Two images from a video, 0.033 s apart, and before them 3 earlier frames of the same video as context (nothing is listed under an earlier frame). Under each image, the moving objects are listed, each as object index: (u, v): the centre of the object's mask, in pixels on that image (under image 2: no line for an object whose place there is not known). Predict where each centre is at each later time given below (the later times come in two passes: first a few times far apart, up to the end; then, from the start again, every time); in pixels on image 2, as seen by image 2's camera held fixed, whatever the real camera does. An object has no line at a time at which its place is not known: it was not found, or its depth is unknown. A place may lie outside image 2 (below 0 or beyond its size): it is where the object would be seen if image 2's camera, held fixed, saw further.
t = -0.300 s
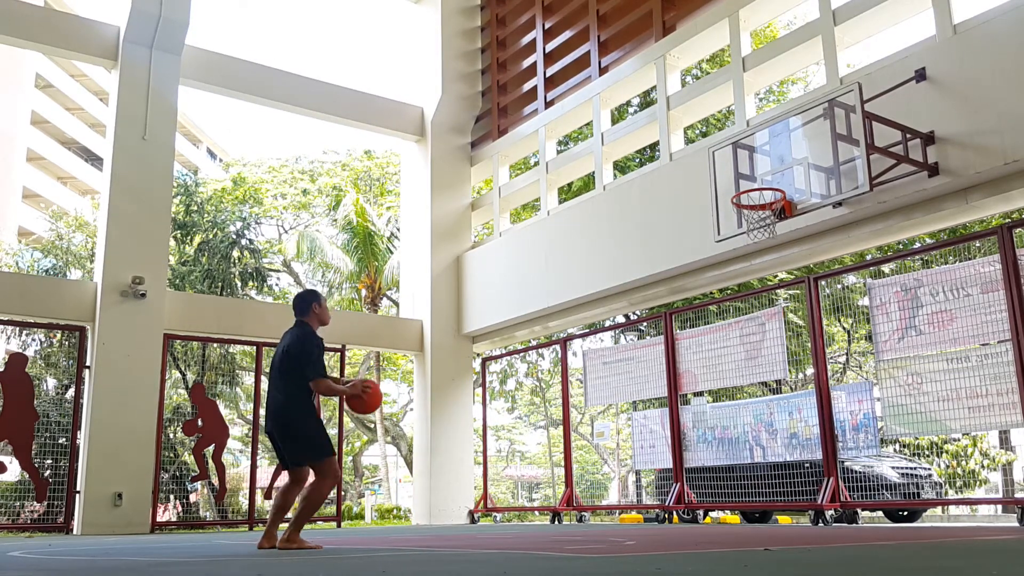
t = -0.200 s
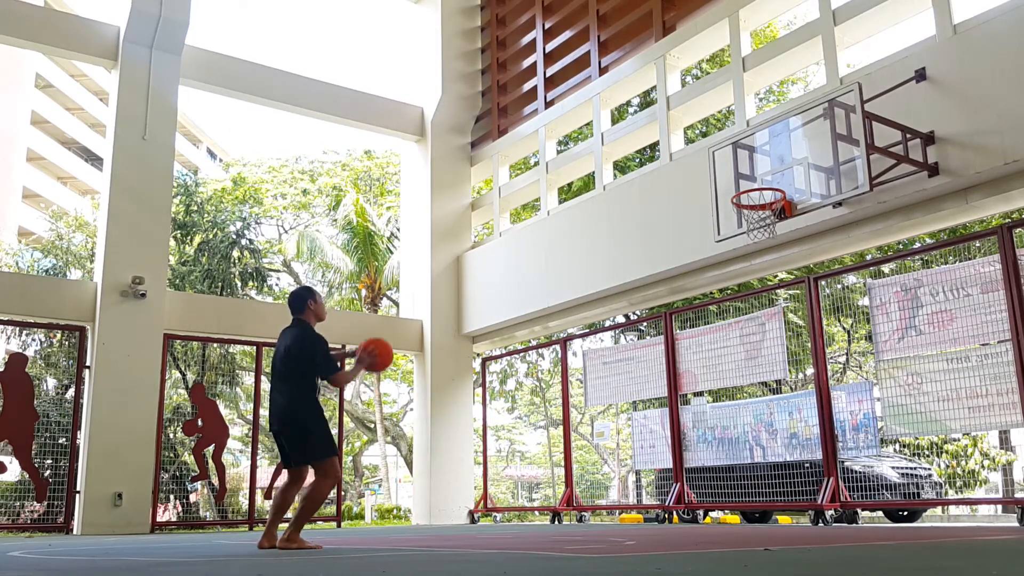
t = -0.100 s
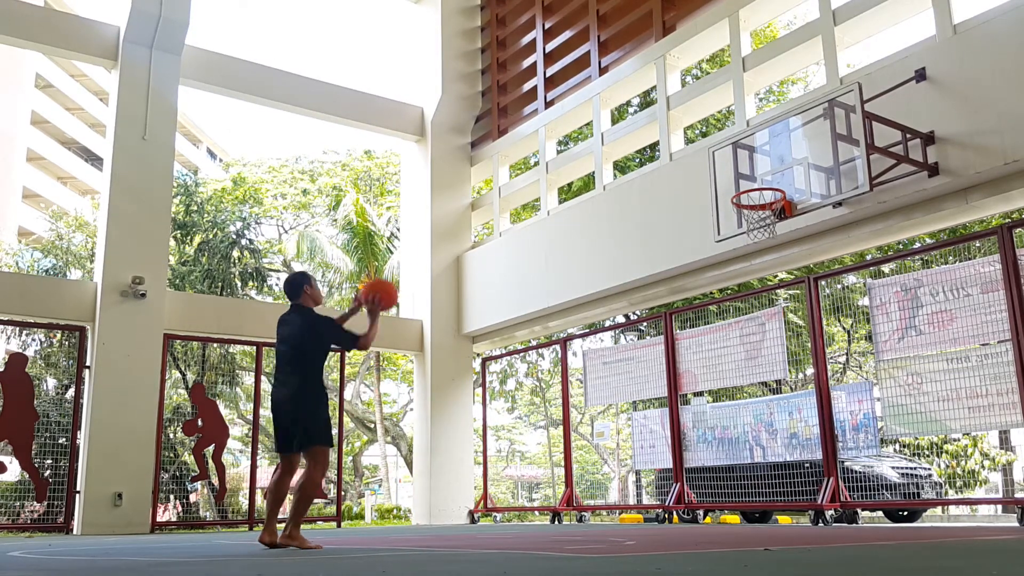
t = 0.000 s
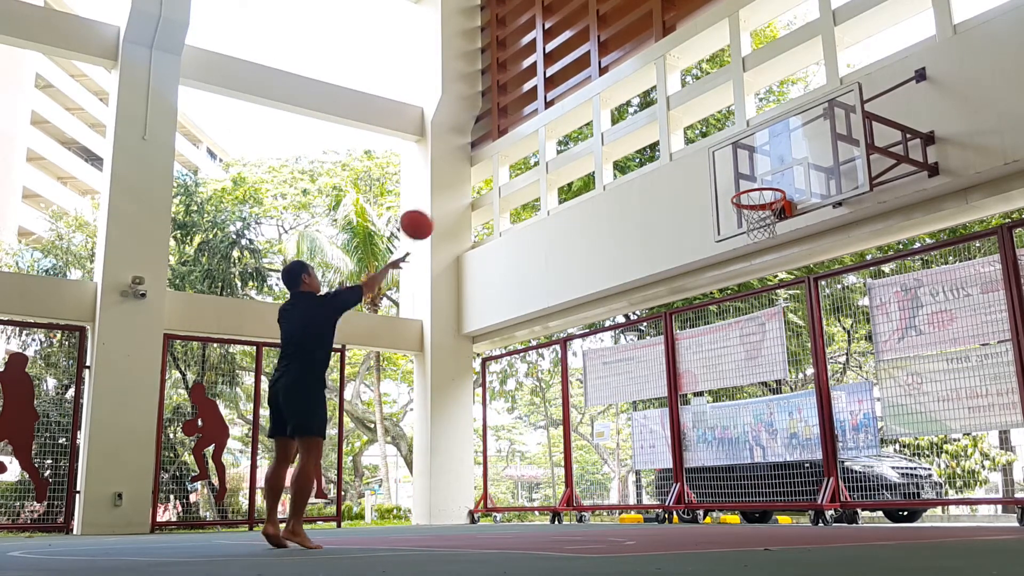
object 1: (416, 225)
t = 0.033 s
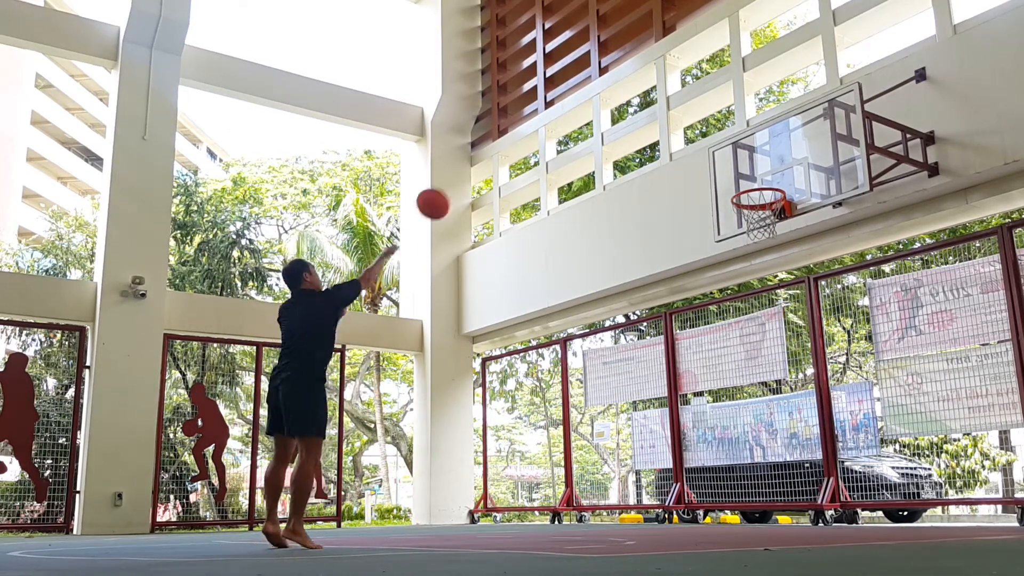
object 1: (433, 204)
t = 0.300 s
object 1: (547, 105)
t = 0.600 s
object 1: (653, 102)
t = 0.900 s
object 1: (747, 185)
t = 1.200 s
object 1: (778, 269)
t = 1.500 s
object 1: (799, 420)
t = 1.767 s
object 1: (789, 431)
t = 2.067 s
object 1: (744, 307)
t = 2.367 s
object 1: (706, 275)
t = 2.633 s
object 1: (676, 328)
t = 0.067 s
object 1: (449, 185)
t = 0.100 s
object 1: (464, 168)
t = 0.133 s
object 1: (478, 153)
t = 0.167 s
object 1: (493, 141)
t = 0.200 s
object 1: (507, 130)
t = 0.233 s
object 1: (520, 120)
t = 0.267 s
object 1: (534, 112)
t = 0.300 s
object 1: (547, 105)
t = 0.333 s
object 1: (559, 100)
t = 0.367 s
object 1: (572, 96)
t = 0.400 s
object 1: (584, 93)
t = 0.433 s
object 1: (596, 92)
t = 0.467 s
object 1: (608, 91)
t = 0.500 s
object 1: (619, 92)
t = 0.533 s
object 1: (631, 94)
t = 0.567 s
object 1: (642, 98)
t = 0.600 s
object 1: (653, 102)
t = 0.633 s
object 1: (664, 107)
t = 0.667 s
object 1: (674, 114)
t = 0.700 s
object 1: (685, 121)
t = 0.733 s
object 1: (696, 130)
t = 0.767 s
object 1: (706, 139)
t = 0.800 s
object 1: (716, 149)
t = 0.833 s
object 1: (726, 160)
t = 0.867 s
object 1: (737, 173)
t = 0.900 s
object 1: (747, 185)
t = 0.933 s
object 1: (757, 199)
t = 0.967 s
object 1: (767, 214)
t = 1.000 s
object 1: (770, 223)
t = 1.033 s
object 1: (771, 228)
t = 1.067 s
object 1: (772, 234)
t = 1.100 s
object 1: (773, 241)
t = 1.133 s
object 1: (775, 249)
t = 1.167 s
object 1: (776, 258)
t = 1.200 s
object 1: (778, 269)
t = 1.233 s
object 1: (780, 280)
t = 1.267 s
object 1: (781, 293)
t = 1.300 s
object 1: (784, 307)
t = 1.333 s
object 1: (786, 323)
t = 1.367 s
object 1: (788, 340)
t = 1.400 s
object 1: (790, 358)
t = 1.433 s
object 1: (793, 377)
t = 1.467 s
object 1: (796, 397)
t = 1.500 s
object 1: (799, 420)
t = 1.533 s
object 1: (802, 444)
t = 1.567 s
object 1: (806, 470)
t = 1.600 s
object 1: (809, 497)
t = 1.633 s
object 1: (811, 517)
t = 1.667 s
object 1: (805, 495)
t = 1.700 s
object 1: (800, 472)
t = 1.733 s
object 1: (794, 451)
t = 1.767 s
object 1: (789, 431)
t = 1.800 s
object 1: (783, 413)
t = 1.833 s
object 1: (778, 395)
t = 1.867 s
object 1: (773, 380)
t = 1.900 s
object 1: (768, 365)
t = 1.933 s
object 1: (763, 351)
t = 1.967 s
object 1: (758, 338)
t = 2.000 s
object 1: (753, 327)
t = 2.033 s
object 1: (748, 316)
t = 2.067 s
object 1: (744, 307)
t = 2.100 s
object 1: (739, 299)
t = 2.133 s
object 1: (735, 292)
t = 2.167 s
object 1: (731, 286)
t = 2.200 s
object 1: (727, 282)
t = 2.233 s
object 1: (722, 278)
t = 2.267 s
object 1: (718, 276)
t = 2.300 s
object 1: (714, 274)
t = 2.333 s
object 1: (709, 274)
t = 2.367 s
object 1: (706, 275)
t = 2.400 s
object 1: (702, 277)
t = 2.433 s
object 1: (698, 280)
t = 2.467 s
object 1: (694, 285)
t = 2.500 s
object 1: (690, 291)
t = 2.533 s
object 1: (686, 298)
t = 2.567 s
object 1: (682, 307)
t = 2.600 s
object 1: (678, 317)
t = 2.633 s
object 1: (676, 328)
